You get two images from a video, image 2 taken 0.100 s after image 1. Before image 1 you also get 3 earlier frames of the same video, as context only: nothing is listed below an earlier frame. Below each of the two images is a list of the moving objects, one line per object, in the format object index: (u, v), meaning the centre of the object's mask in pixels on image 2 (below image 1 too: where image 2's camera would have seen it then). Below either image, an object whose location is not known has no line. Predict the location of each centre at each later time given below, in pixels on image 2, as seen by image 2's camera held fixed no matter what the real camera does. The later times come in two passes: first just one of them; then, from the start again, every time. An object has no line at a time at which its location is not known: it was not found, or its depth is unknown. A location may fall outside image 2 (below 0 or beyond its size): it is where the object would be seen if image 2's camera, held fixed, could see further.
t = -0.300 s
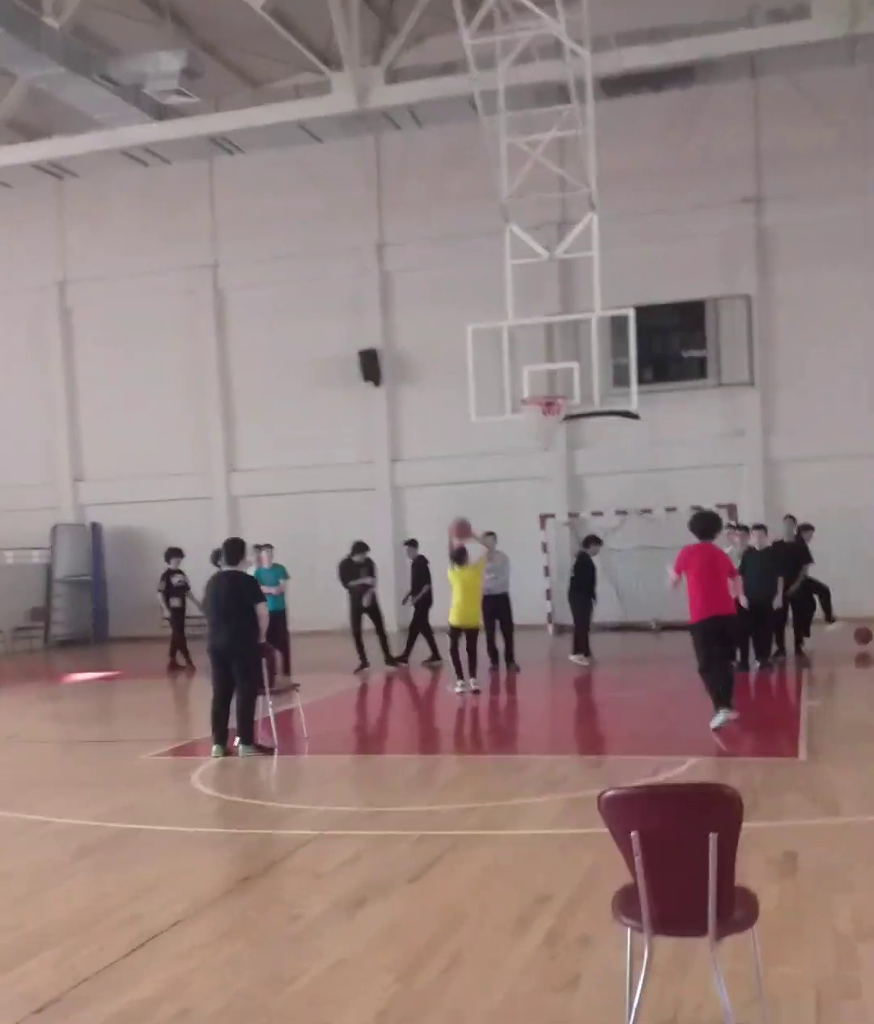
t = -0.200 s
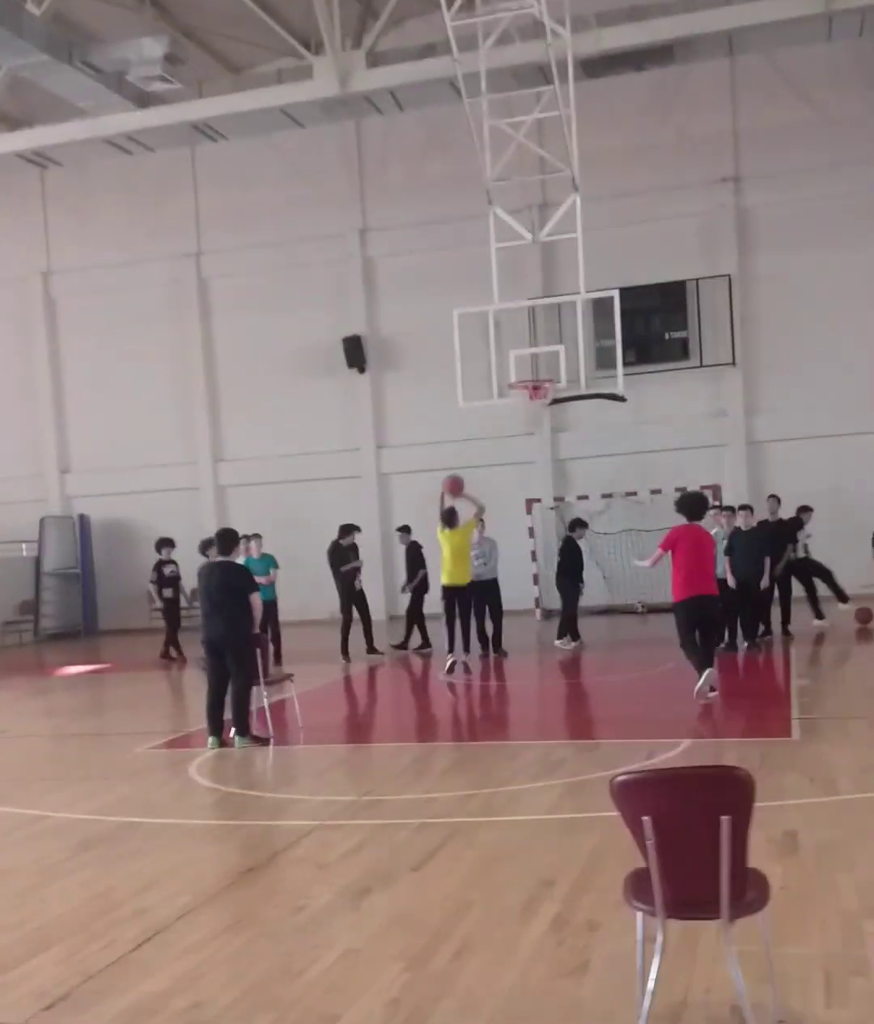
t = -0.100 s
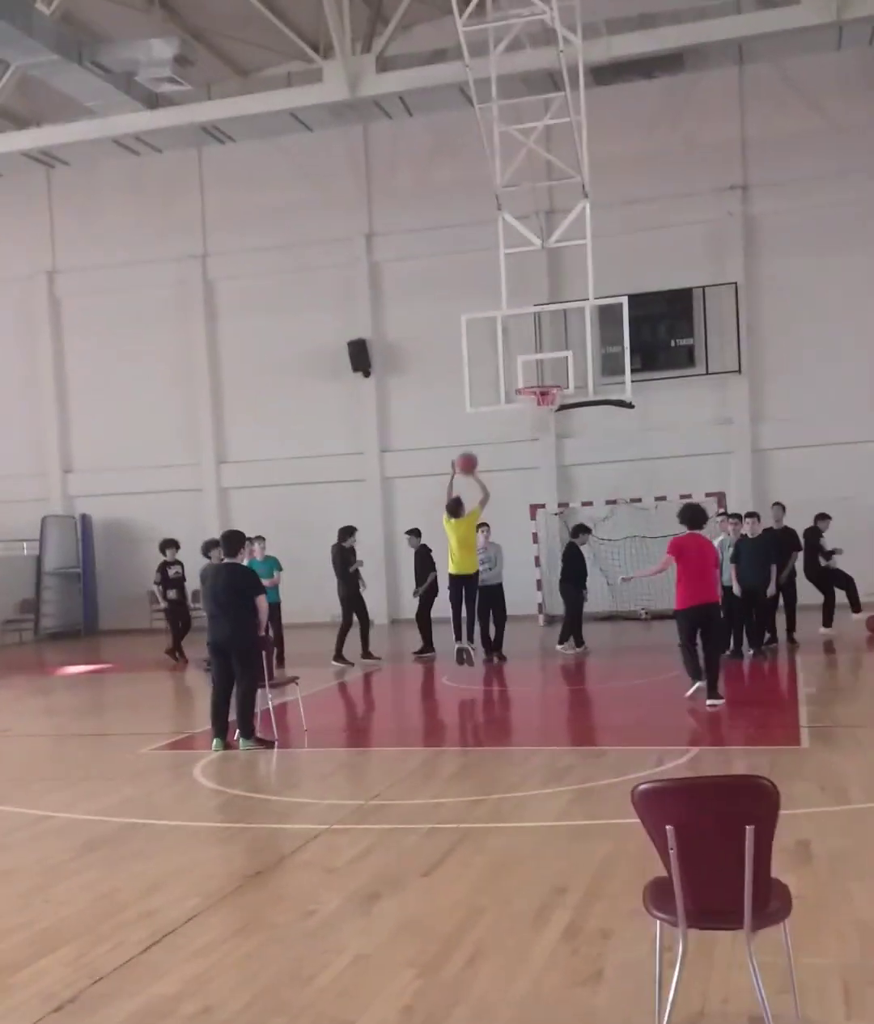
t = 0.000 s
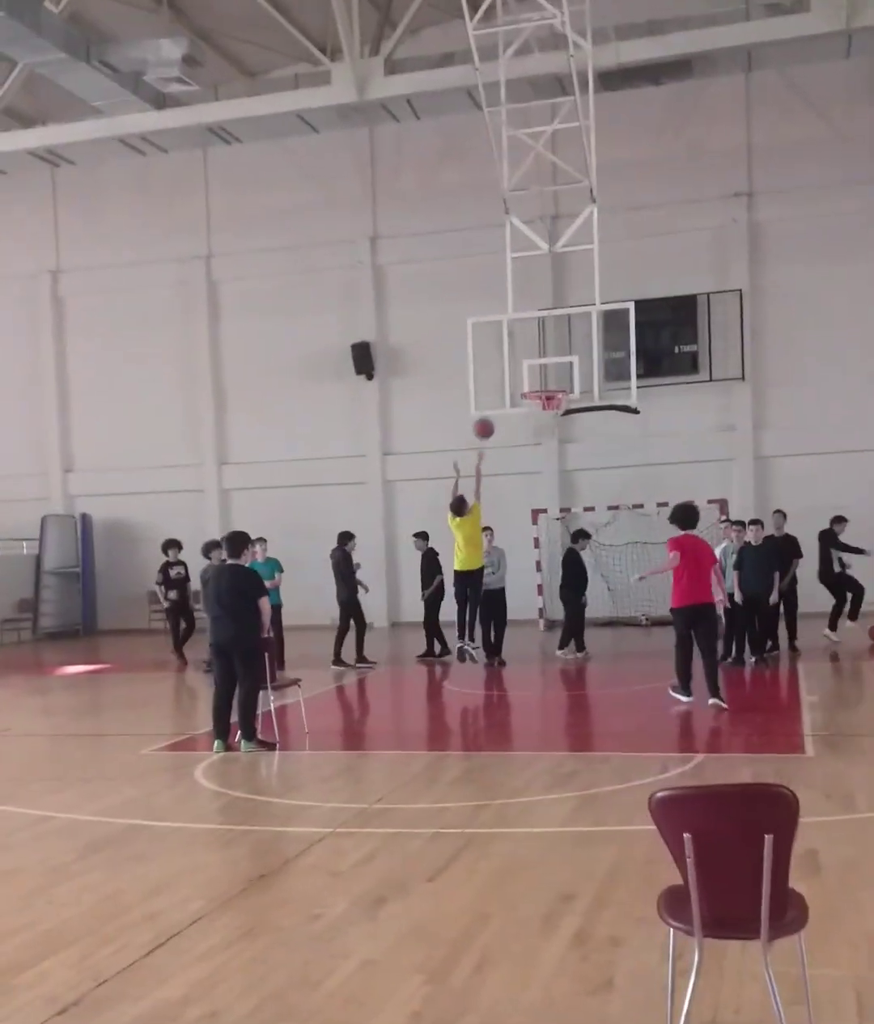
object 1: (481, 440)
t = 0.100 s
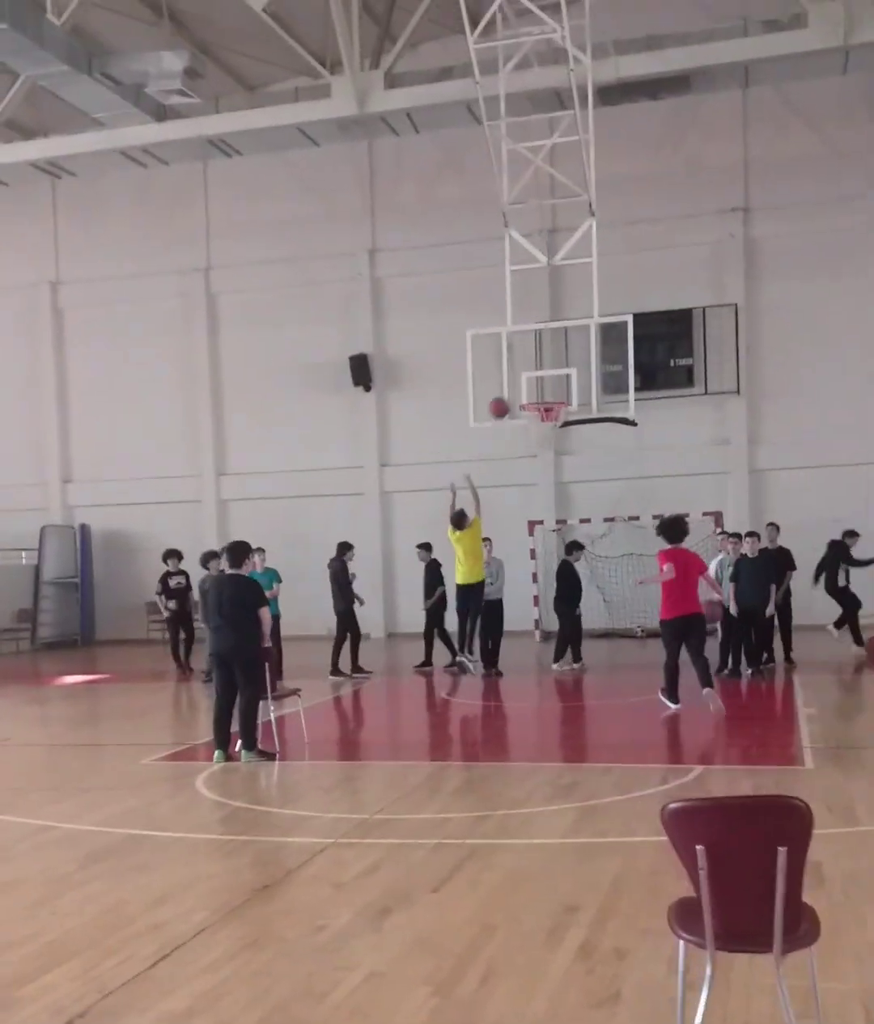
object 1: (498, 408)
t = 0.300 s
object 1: (526, 374)
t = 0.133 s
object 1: (503, 399)
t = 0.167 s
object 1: (509, 392)
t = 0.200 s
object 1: (515, 386)
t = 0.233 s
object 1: (518, 381)
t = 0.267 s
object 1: (520, 377)
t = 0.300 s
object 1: (526, 374)
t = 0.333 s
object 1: (529, 371)
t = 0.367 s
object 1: (532, 373)
